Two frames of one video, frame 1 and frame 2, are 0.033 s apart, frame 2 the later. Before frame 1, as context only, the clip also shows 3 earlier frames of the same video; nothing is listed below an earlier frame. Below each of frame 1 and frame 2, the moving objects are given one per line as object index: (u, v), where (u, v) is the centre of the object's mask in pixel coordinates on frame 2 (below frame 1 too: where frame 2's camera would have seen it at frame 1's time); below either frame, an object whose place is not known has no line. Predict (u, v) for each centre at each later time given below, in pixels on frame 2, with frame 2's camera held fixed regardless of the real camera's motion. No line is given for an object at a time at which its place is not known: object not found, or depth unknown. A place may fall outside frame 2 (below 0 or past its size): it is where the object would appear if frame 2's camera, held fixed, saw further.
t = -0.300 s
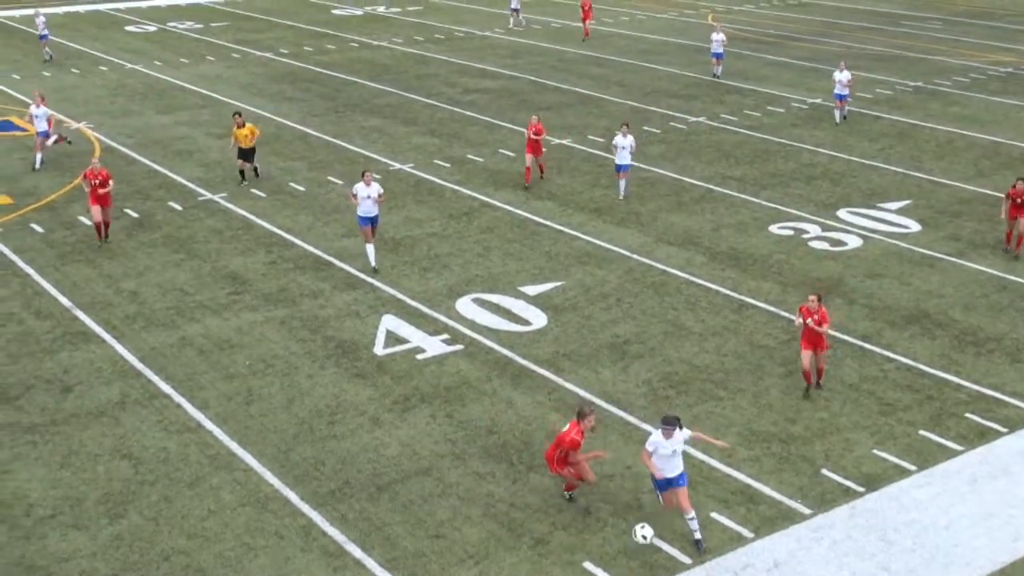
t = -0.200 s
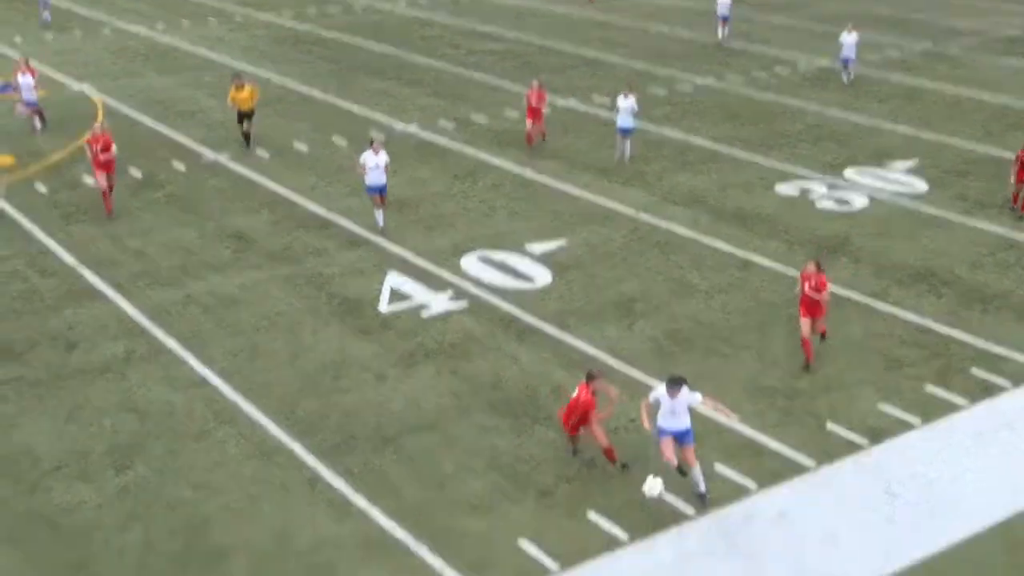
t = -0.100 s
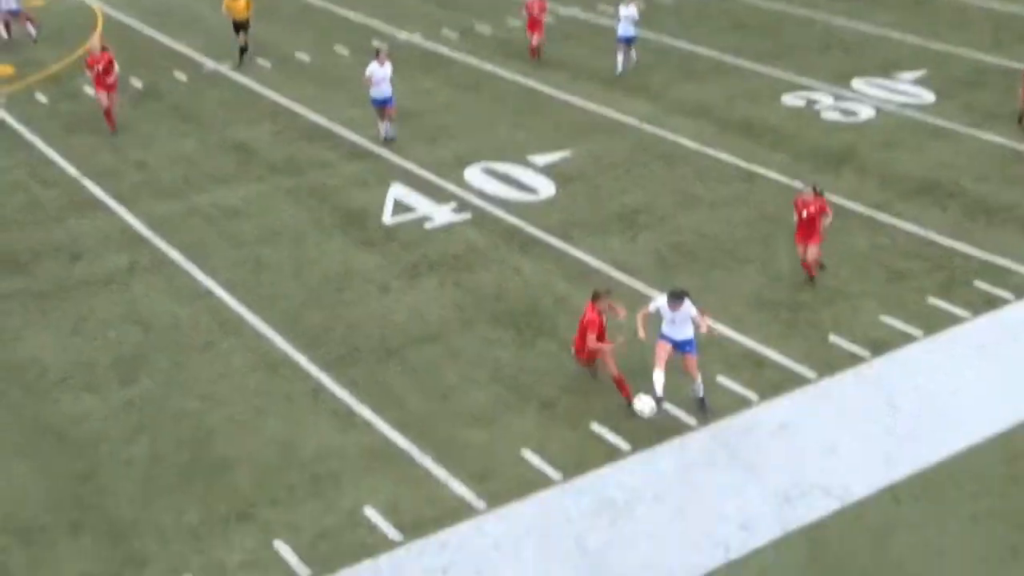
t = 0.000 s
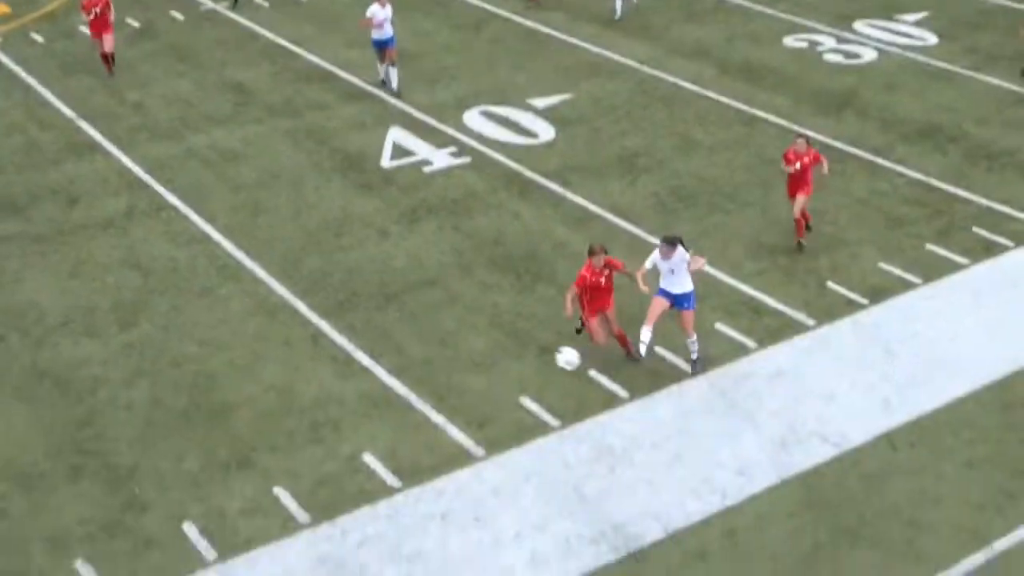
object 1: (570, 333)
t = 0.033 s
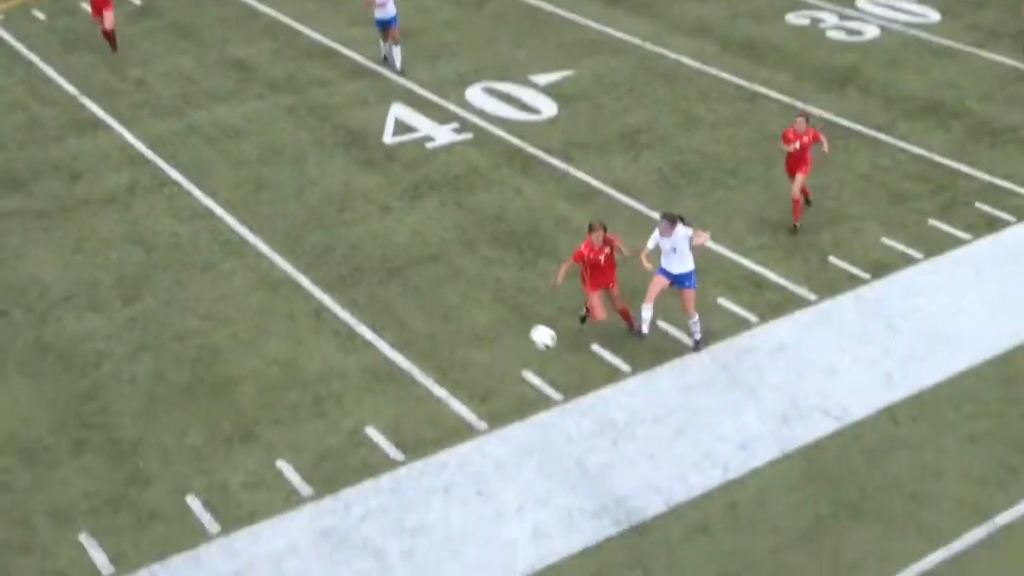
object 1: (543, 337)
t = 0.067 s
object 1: (515, 342)
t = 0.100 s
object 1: (485, 349)
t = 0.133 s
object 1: (455, 357)
